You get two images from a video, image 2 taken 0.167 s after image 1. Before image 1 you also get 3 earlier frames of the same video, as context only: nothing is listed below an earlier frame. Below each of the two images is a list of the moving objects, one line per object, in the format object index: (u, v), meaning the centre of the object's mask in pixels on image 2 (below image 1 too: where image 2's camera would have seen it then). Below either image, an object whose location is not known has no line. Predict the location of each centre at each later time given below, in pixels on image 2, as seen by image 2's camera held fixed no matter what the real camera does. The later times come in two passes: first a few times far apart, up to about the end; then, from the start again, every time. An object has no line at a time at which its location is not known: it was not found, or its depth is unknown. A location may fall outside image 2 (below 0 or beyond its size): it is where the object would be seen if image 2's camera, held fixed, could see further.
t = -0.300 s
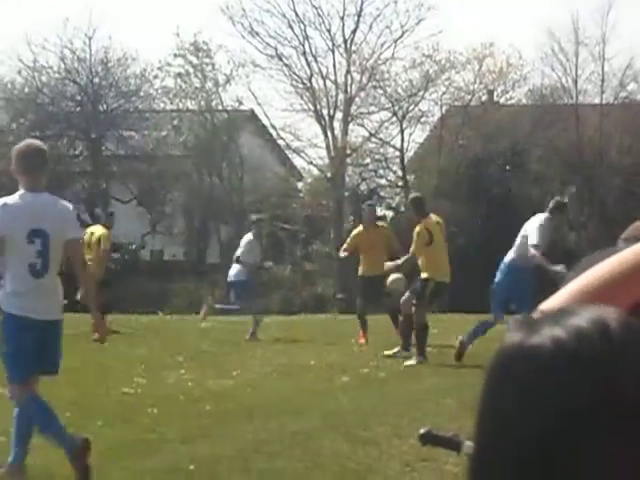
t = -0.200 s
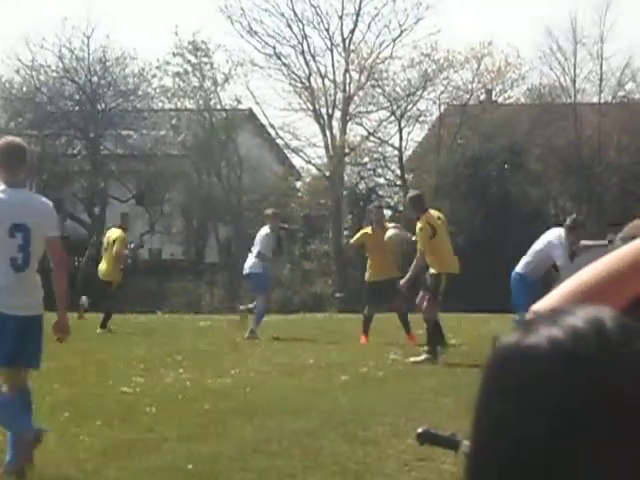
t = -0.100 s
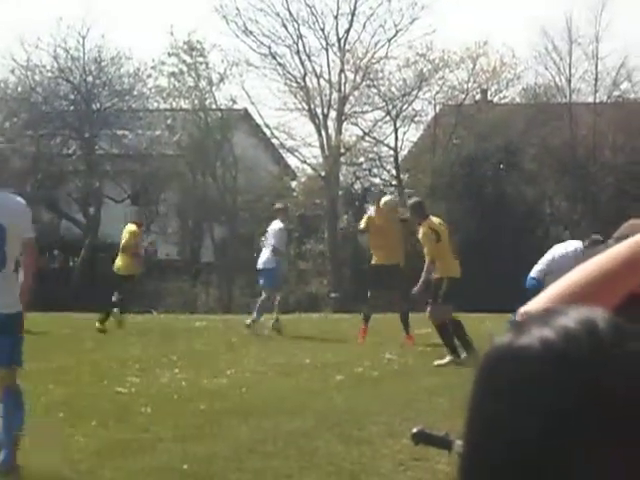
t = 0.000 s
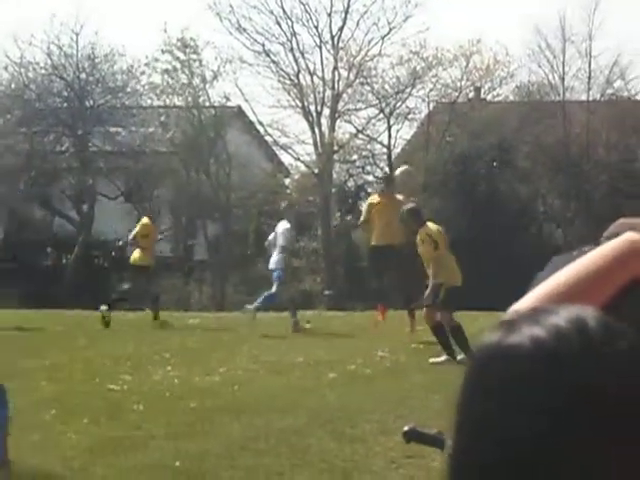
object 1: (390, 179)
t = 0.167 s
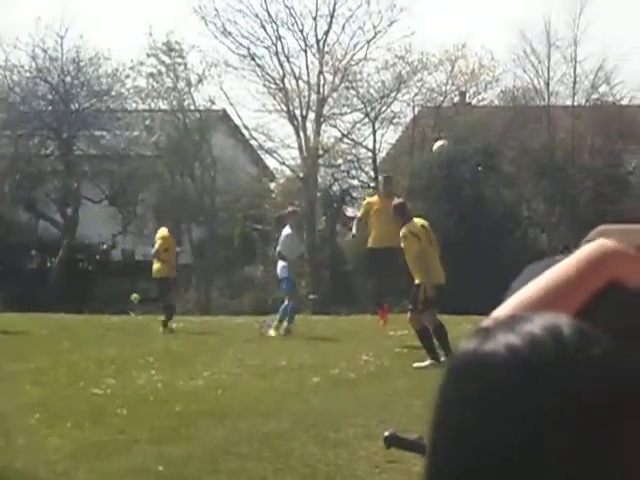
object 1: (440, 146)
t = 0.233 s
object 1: (463, 143)
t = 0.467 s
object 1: (538, 153)
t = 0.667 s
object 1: (609, 202)
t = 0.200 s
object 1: (452, 144)
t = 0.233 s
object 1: (463, 143)
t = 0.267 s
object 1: (473, 141)
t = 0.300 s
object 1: (483, 143)
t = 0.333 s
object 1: (492, 143)
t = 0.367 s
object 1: (502, 141)
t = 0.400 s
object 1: (514, 145)
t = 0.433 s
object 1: (525, 147)
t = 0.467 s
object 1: (538, 153)
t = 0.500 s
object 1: (550, 159)
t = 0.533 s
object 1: (562, 166)
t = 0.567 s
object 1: (573, 172)
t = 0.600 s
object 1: (585, 183)
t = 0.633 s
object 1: (597, 192)
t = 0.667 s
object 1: (609, 202)
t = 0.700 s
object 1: (620, 213)
